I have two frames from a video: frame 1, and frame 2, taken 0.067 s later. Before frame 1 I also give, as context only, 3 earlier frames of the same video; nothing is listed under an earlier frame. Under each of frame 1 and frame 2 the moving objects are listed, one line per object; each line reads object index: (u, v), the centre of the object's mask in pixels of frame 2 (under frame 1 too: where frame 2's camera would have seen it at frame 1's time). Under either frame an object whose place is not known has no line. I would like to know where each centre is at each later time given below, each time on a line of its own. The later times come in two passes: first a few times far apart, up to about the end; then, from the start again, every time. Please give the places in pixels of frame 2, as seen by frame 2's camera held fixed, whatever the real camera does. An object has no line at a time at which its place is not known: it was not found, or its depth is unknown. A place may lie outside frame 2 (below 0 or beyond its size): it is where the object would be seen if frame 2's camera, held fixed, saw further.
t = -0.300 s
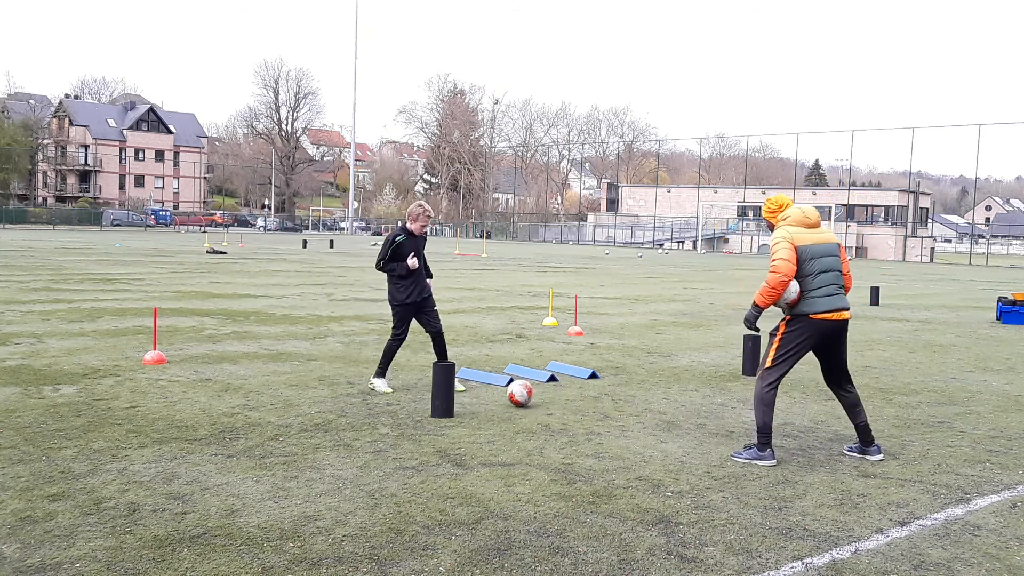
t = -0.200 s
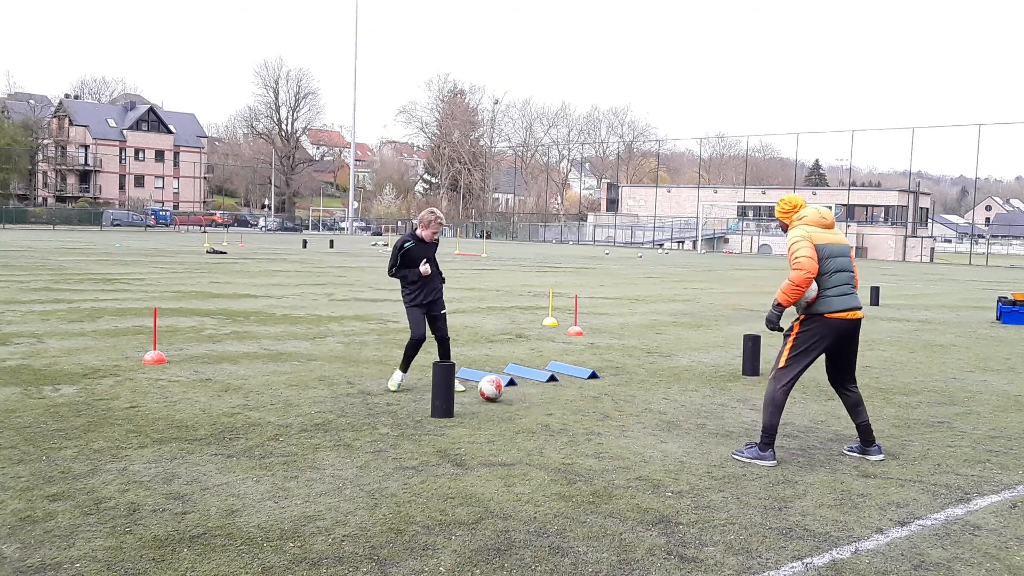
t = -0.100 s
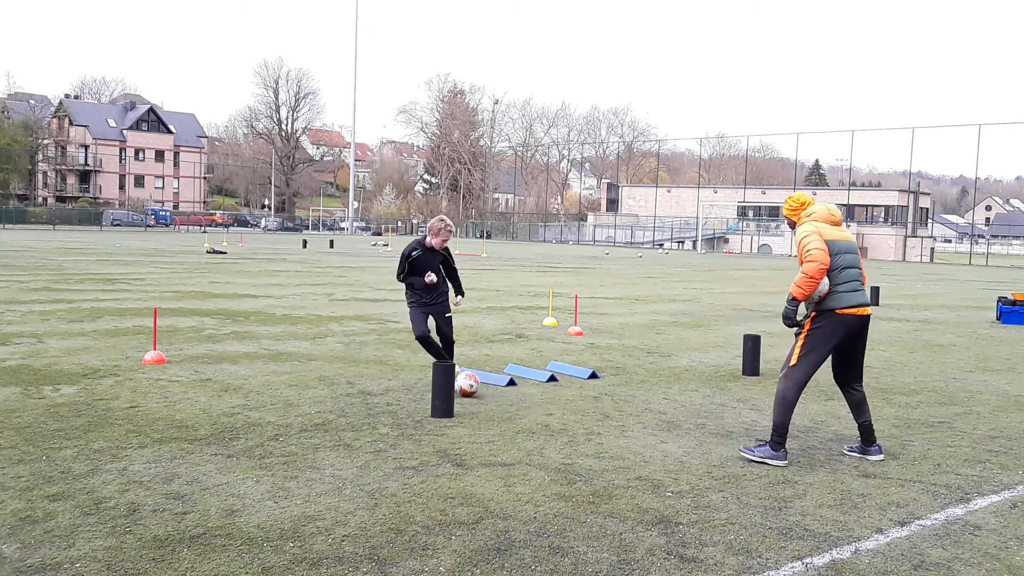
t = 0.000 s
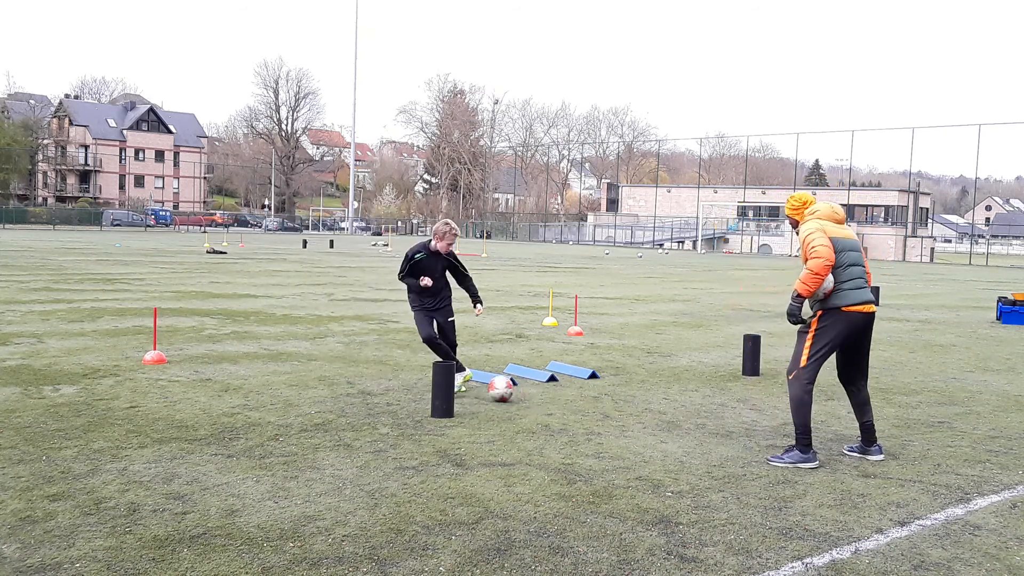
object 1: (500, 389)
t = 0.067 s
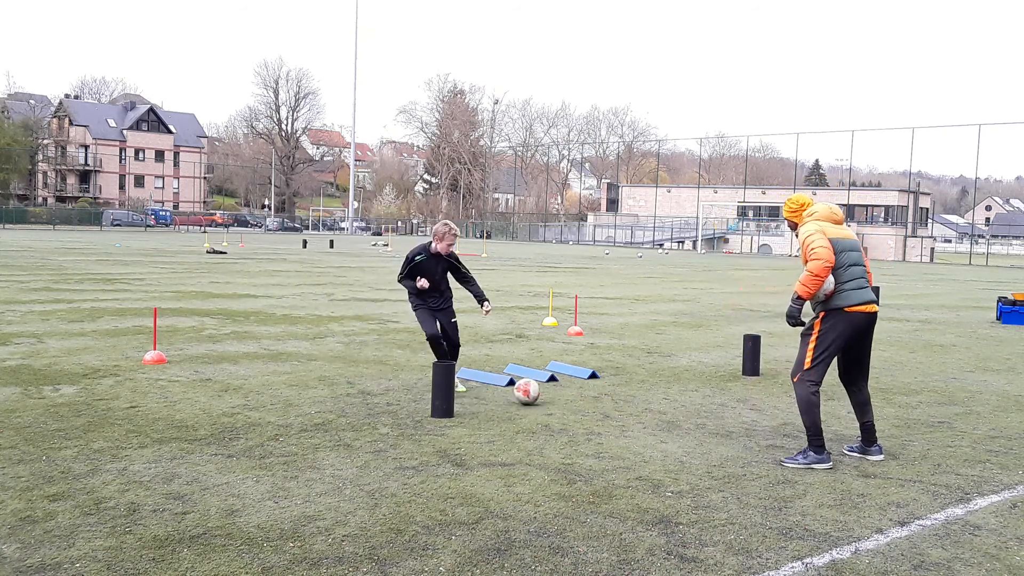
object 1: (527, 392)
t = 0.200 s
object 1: (573, 397)
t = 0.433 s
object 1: (642, 406)
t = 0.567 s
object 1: (682, 412)
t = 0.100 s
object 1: (539, 394)
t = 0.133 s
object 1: (551, 394)
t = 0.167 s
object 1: (562, 396)
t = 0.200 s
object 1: (573, 397)
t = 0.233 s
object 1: (583, 398)
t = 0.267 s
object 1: (593, 399)
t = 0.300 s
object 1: (602, 401)
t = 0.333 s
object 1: (612, 401)
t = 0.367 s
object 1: (622, 403)
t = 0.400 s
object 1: (632, 405)
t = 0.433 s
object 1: (642, 406)
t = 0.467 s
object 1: (652, 407)
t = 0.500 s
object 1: (661, 407)
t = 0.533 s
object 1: (672, 409)
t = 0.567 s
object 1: (682, 412)
